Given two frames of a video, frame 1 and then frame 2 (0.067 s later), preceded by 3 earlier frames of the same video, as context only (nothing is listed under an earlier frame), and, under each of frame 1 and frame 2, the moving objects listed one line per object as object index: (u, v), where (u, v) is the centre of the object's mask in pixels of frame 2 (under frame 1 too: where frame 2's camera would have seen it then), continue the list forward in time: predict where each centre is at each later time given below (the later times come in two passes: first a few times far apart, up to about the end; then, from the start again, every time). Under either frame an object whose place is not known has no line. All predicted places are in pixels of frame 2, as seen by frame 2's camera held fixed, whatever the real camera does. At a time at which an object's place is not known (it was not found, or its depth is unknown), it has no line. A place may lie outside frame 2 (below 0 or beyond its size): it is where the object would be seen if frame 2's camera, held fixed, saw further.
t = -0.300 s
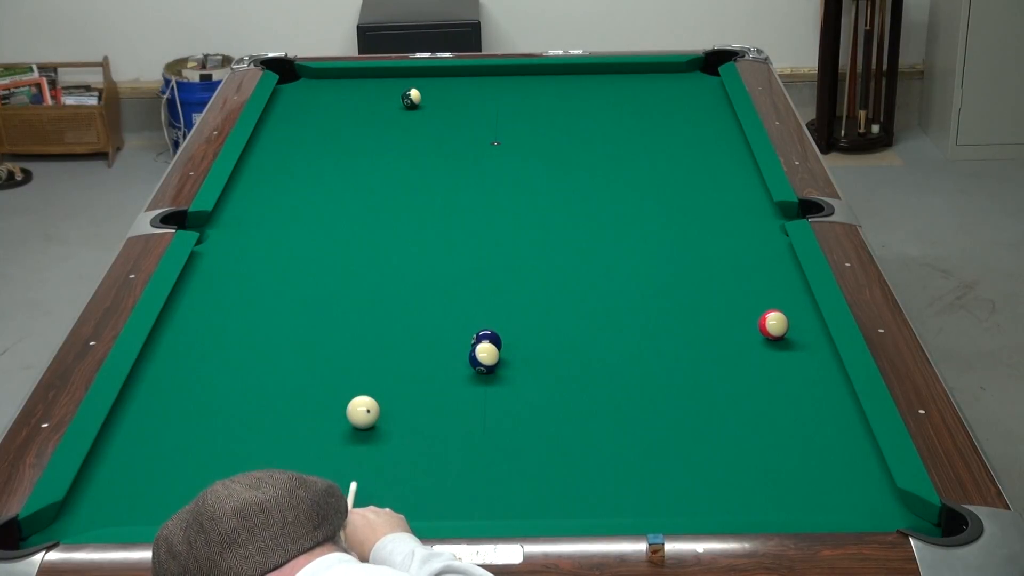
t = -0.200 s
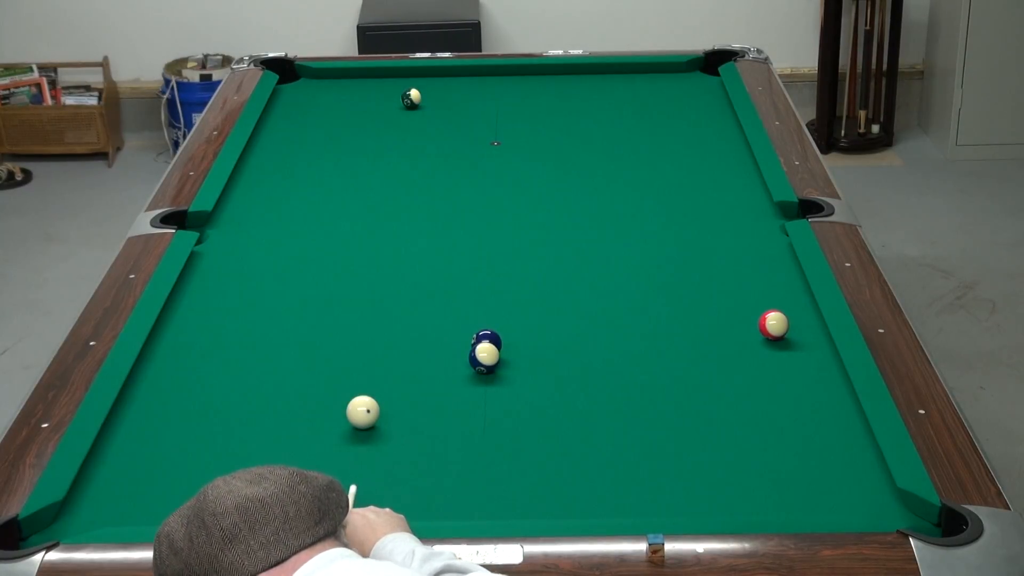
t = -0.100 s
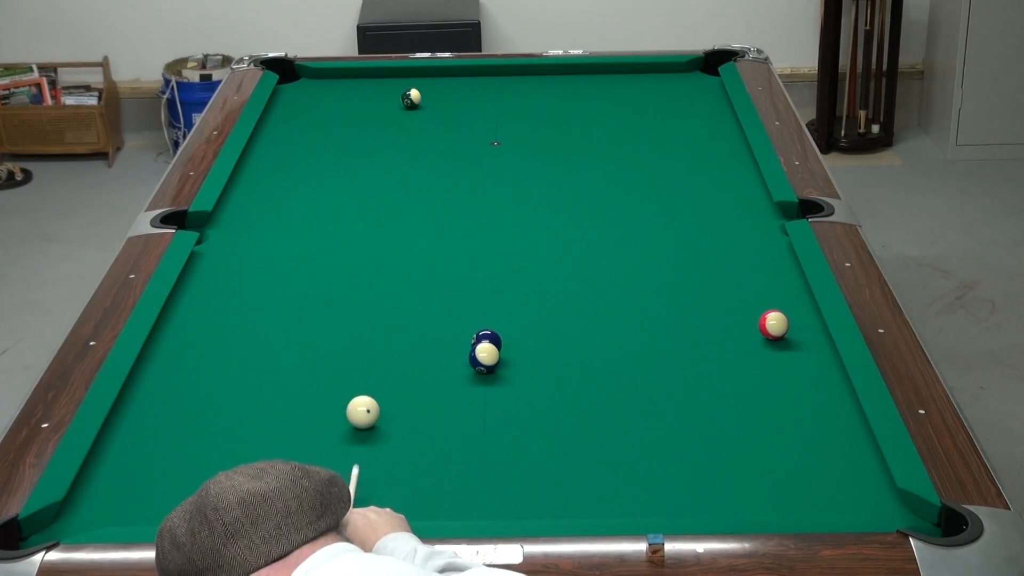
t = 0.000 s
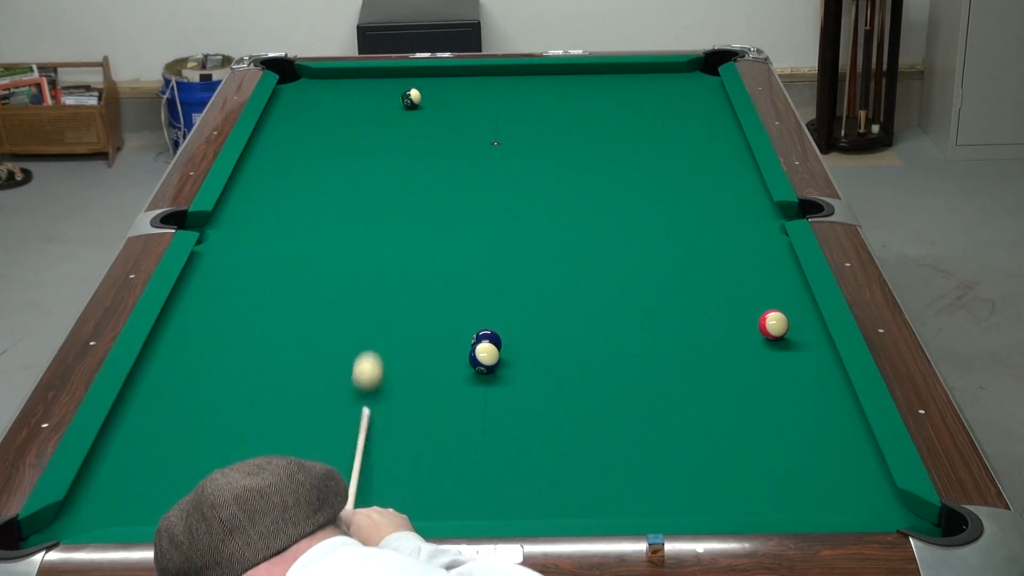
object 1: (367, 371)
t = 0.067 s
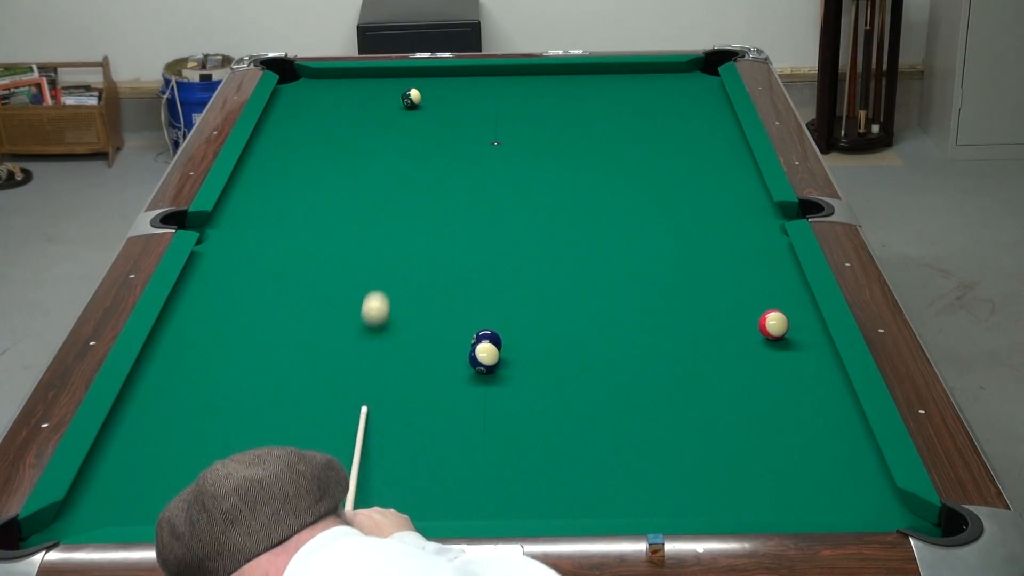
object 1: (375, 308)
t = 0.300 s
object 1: (394, 162)
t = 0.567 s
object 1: (364, 99)
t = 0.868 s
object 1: (292, 92)
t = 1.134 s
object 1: (310, 90)
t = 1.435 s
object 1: (341, 89)
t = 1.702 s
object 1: (367, 88)
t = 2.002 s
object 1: (395, 87)
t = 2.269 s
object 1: (418, 85)
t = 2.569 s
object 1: (435, 85)
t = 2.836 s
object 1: (451, 84)
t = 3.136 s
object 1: (467, 83)
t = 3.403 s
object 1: (479, 83)
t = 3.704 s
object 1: (490, 83)
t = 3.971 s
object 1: (498, 82)
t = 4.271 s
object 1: (504, 82)
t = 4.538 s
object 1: (508, 82)
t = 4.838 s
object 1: (509, 82)
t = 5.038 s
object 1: (509, 82)
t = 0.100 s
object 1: (379, 282)
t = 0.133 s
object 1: (382, 257)
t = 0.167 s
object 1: (385, 235)
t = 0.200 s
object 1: (387, 214)
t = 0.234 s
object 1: (390, 196)
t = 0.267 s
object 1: (392, 178)
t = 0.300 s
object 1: (394, 162)
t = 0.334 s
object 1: (396, 147)
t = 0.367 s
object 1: (398, 133)
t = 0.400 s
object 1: (399, 120)
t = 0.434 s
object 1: (401, 108)
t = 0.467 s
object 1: (395, 103)
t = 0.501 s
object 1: (384, 101)
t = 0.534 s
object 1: (374, 100)
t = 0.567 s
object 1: (364, 99)
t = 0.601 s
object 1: (355, 98)
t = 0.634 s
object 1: (347, 97)
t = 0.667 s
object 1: (338, 96)
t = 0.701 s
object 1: (330, 96)
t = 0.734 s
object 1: (323, 95)
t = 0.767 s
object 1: (315, 94)
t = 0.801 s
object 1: (307, 93)
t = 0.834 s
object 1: (299, 93)
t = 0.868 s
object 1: (292, 92)
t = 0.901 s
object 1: (284, 91)
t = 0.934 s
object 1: (286, 91)
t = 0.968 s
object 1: (291, 91)
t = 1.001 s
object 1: (295, 91)
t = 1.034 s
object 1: (299, 91)
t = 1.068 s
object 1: (303, 91)
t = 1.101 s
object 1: (306, 90)
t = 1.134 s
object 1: (310, 90)
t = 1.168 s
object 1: (314, 90)
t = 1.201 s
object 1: (317, 90)
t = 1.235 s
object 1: (321, 90)
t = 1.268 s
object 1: (324, 90)
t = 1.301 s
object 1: (328, 89)
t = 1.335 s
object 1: (331, 90)
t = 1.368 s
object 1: (335, 89)
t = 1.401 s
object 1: (338, 89)
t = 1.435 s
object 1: (341, 89)
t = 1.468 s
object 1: (345, 89)
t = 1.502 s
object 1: (348, 89)
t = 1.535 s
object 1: (351, 89)
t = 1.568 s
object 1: (355, 88)
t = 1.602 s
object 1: (358, 88)
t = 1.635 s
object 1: (361, 88)
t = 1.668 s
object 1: (364, 88)
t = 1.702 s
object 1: (367, 88)
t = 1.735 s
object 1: (370, 88)
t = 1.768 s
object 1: (373, 87)
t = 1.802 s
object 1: (376, 87)
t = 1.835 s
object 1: (379, 87)
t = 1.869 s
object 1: (382, 87)
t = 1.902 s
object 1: (385, 87)
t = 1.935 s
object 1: (388, 87)
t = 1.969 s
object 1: (390, 87)
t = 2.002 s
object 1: (395, 87)
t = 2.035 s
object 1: (402, 87)
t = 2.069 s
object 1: (394, 85)
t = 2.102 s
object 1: (401, 86)
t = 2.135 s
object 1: (404, 86)
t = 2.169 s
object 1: (406, 86)
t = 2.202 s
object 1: (409, 86)
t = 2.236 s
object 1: (408, 85)
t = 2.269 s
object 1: (418, 85)
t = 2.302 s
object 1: (416, 86)
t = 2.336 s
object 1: (419, 86)
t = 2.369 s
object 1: (421, 86)
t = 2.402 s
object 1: (424, 85)
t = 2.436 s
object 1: (426, 85)
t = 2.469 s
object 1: (428, 85)
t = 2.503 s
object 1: (430, 85)
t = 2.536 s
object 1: (433, 85)
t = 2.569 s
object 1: (435, 85)
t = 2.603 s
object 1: (437, 85)
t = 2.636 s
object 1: (439, 85)
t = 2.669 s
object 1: (441, 85)
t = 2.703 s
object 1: (443, 85)
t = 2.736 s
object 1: (445, 85)
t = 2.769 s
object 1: (447, 84)
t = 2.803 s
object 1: (449, 84)
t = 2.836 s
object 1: (451, 84)
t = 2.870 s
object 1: (453, 84)
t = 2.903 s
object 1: (455, 84)
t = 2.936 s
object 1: (457, 84)
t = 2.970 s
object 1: (458, 84)
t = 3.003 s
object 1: (460, 84)
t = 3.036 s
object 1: (462, 84)
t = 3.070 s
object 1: (464, 84)
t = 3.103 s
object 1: (465, 83)
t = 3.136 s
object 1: (467, 83)
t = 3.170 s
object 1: (468, 83)
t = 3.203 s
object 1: (470, 83)
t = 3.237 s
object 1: (472, 83)
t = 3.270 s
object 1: (473, 83)
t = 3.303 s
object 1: (475, 83)
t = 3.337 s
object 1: (476, 83)
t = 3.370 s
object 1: (478, 83)
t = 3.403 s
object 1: (479, 83)
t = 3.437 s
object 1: (480, 83)
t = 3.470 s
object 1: (482, 83)
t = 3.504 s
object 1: (483, 83)
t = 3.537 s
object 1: (484, 83)
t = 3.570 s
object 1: (485, 83)
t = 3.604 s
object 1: (487, 83)
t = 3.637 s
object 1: (488, 83)
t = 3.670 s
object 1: (489, 83)
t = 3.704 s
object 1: (490, 83)
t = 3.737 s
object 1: (491, 83)
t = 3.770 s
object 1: (492, 83)
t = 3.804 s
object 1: (493, 83)
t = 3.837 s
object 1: (494, 83)
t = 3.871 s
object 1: (495, 83)
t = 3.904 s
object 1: (496, 83)
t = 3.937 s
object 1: (497, 83)
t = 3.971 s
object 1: (498, 82)
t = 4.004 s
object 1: (499, 83)
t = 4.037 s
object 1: (499, 82)
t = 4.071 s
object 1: (500, 82)
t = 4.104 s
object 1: (501, 82)
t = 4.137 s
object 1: (502, 82)
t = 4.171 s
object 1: (502, 82)
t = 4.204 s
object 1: (503, 82)
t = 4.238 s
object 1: (504, 82)
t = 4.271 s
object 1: (504, 82)
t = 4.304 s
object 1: (505, 82)
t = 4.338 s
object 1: (505, 82)
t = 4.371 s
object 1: (506, 82)
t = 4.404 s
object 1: (506, 82)
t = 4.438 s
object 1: (506, 82)
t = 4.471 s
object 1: (507, 82)
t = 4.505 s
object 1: (507, 82)
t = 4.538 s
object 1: (508, 82)
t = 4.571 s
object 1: (508, 82)
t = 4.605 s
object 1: (508, 82)
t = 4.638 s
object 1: (508, 82)
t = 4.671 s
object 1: (508, 82)
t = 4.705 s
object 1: (509, 82)
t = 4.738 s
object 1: (509, 82)
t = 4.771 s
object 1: (509, 82)
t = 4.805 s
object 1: (509, 82)
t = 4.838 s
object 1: (509, 82)
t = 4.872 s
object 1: (509, 82)
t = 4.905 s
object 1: (509, 82)
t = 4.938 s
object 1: (509, 82)
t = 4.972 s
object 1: (509, 82)
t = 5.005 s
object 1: (509, 82)
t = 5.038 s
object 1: (509, 82)
